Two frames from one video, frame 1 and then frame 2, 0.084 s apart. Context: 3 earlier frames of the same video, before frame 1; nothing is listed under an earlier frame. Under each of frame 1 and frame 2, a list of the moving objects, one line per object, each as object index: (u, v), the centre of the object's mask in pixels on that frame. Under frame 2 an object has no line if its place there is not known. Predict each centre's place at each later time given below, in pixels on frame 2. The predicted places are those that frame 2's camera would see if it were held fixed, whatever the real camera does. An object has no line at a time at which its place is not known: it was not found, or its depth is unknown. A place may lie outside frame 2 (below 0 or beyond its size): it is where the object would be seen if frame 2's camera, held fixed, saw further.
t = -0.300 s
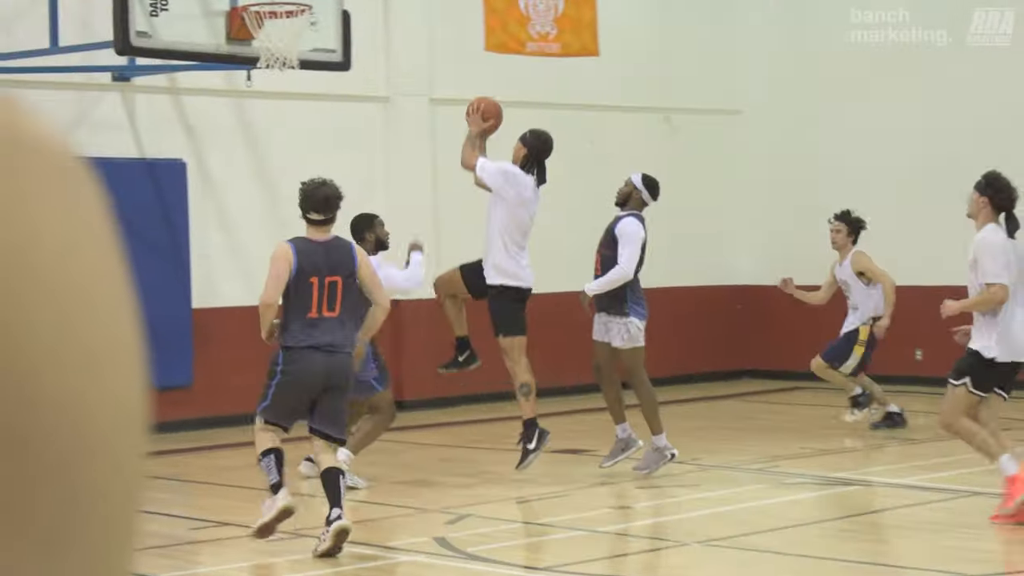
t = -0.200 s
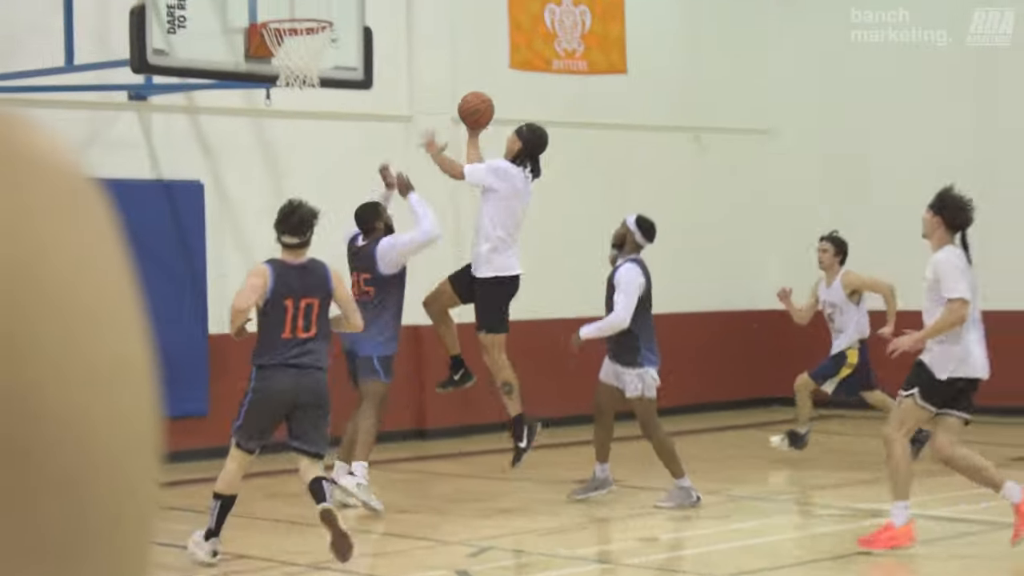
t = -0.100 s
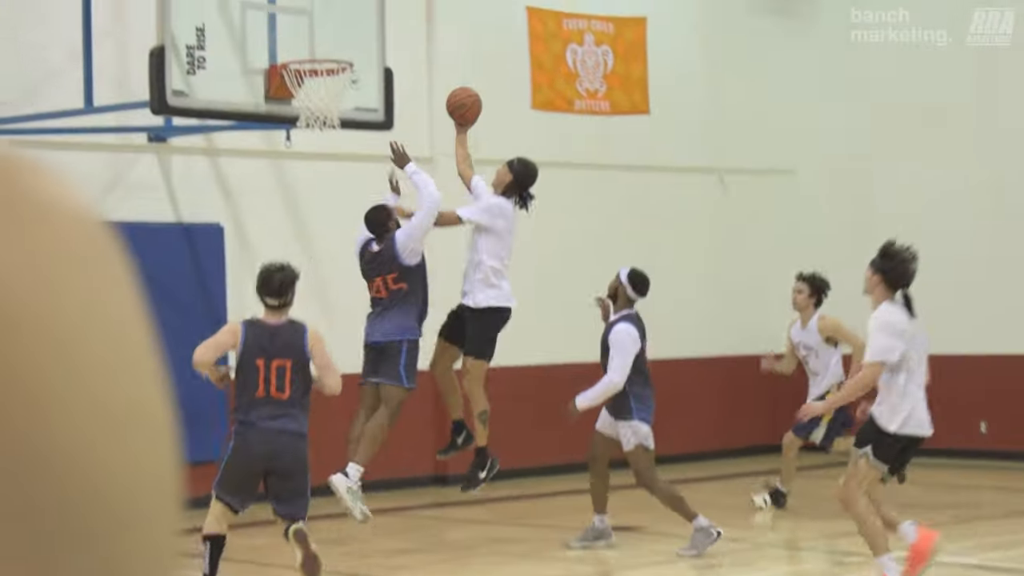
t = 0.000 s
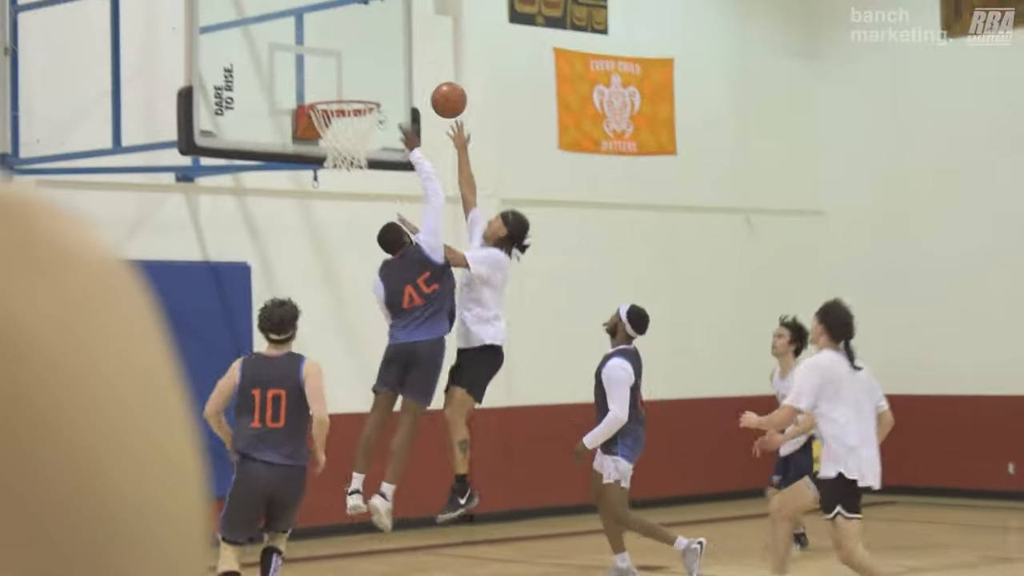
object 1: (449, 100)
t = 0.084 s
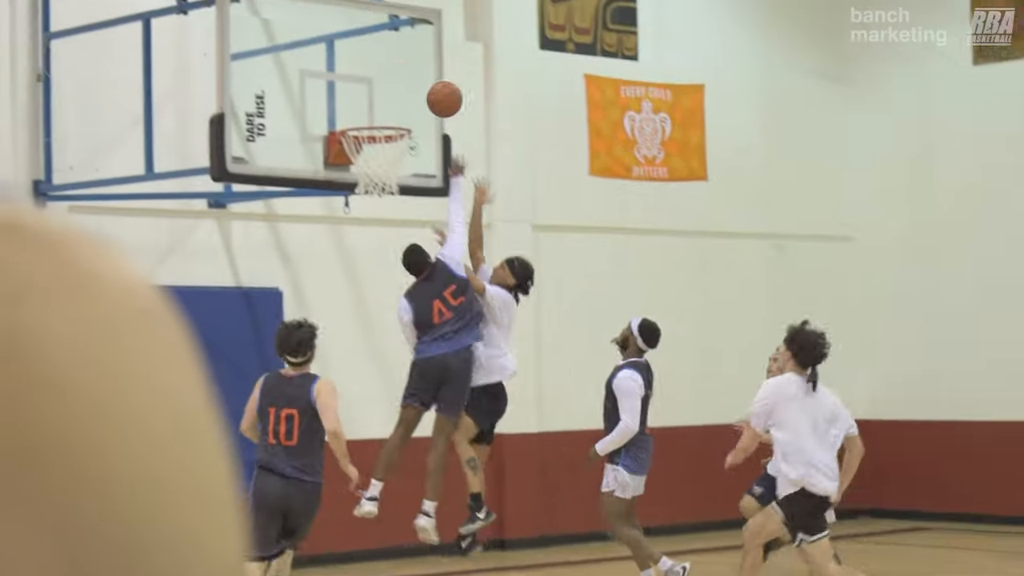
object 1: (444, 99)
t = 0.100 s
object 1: (437, 95)
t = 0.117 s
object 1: (430, 91)
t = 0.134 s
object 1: (423, 88)
